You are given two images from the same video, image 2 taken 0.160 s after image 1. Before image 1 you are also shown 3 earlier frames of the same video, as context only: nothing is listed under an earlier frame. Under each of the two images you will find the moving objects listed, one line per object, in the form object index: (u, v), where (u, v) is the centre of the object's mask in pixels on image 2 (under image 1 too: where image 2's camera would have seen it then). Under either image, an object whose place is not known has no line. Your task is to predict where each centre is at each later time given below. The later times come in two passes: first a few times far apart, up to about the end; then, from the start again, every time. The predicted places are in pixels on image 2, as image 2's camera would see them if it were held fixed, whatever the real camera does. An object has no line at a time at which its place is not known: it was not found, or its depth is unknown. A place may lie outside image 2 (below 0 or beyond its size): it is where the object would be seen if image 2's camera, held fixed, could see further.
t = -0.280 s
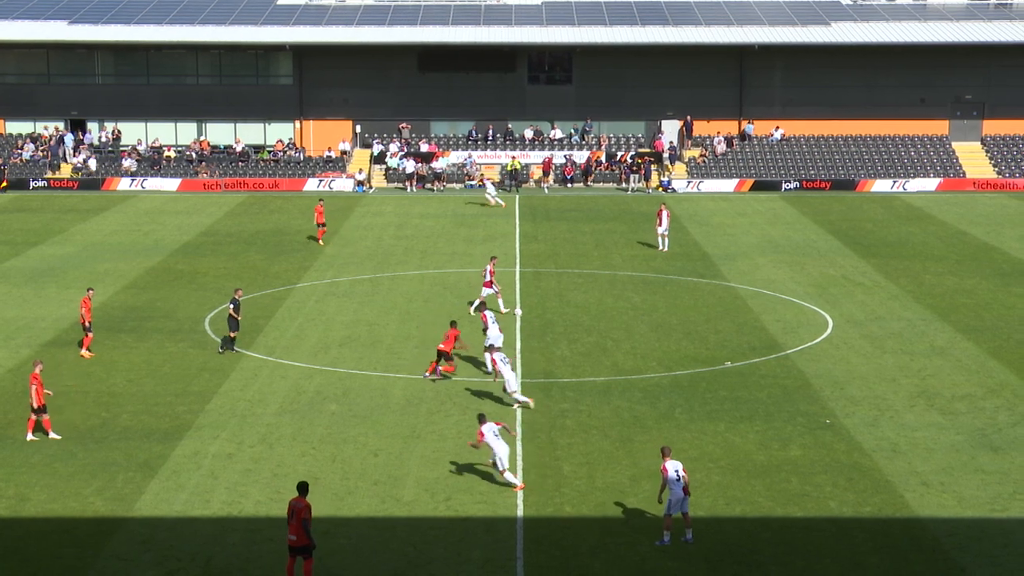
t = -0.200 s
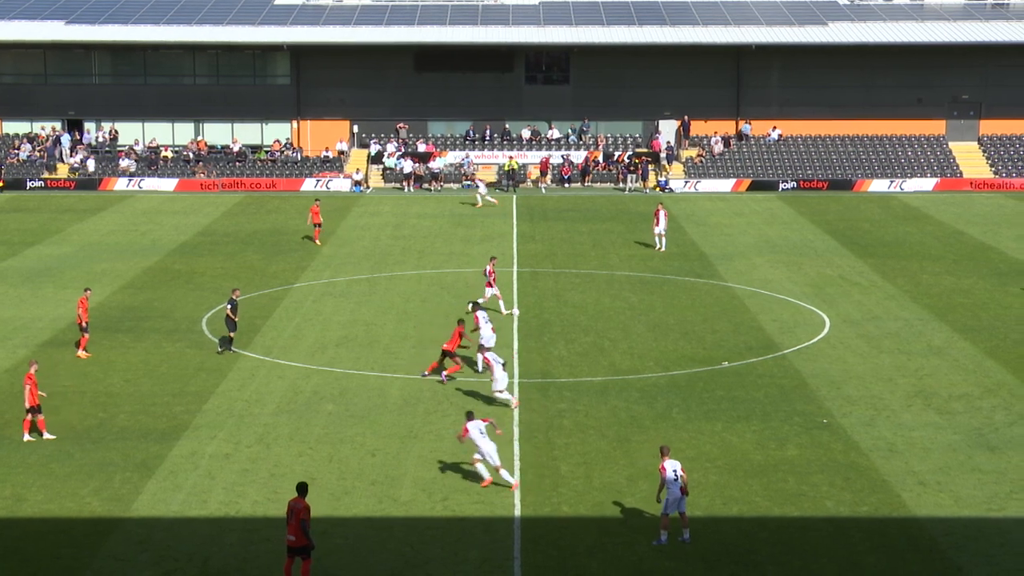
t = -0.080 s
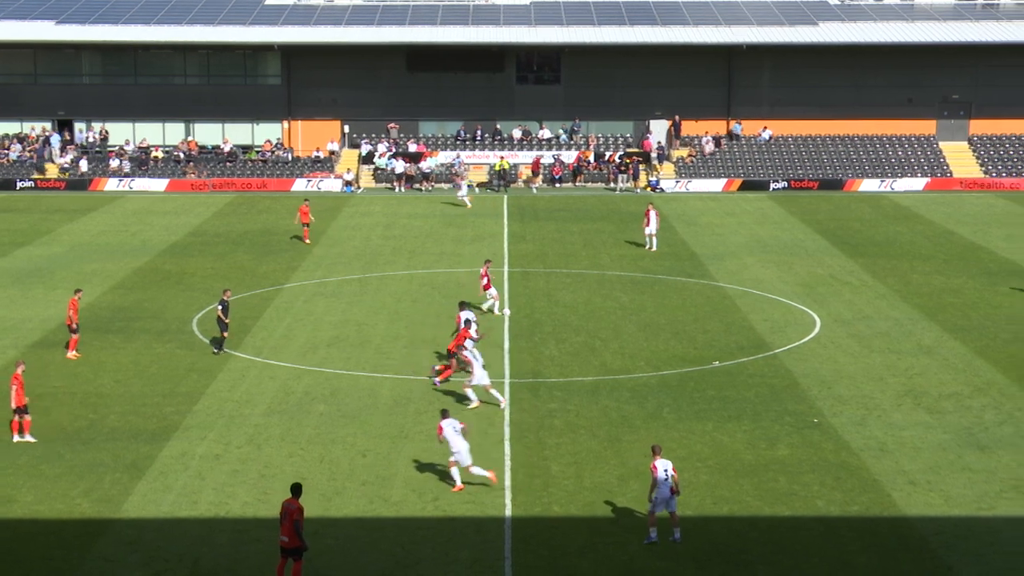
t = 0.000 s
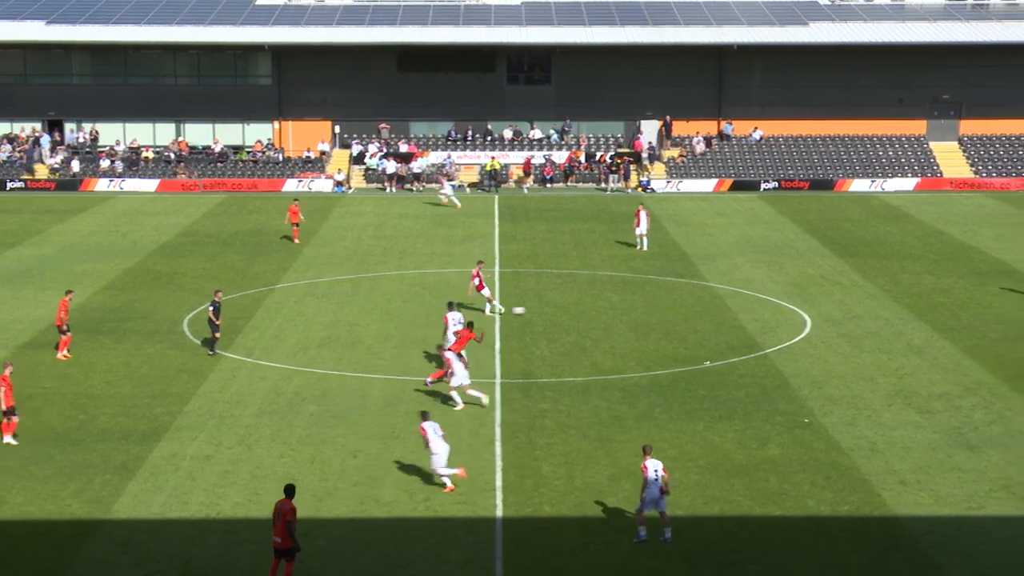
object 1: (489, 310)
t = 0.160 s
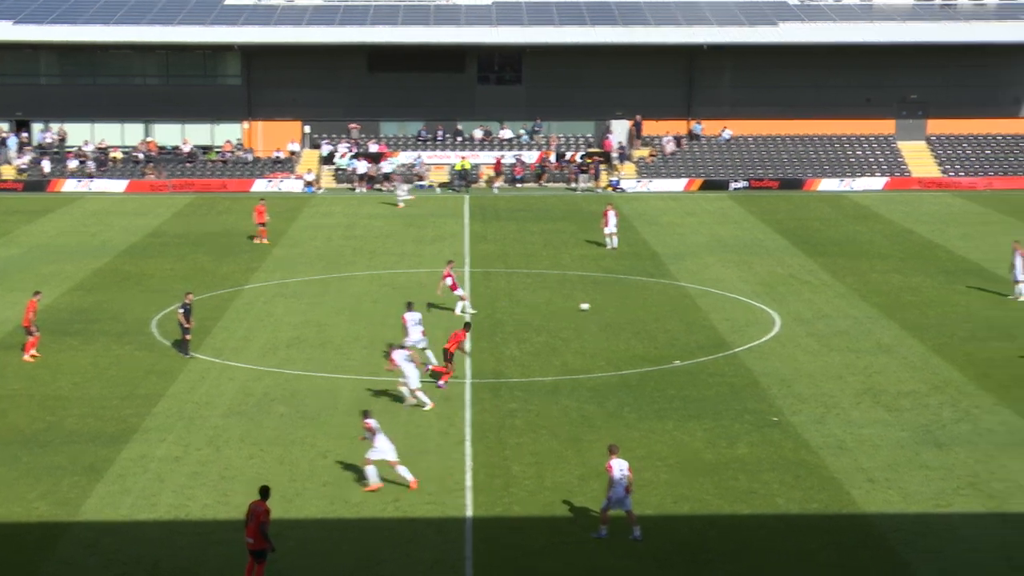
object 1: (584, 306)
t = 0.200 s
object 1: (608, 307)
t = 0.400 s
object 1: (703, 303)
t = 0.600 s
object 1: (783, 300)
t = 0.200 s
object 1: (608, 307)
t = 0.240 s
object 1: (629, 306)
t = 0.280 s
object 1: (647, 304)
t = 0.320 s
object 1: (666, 303)
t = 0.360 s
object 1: (685, 302)
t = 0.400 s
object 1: (703, 303)
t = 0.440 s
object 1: (721, 303)
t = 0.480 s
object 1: (737, 303)
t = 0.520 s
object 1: (752, 302)
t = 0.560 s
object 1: (769, 300)
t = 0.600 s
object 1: (783, 300)
